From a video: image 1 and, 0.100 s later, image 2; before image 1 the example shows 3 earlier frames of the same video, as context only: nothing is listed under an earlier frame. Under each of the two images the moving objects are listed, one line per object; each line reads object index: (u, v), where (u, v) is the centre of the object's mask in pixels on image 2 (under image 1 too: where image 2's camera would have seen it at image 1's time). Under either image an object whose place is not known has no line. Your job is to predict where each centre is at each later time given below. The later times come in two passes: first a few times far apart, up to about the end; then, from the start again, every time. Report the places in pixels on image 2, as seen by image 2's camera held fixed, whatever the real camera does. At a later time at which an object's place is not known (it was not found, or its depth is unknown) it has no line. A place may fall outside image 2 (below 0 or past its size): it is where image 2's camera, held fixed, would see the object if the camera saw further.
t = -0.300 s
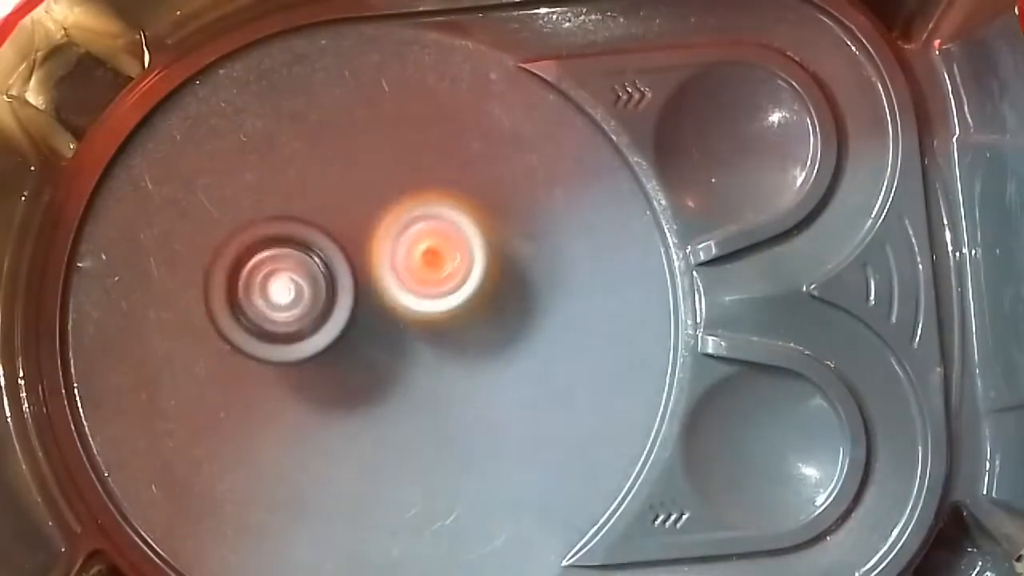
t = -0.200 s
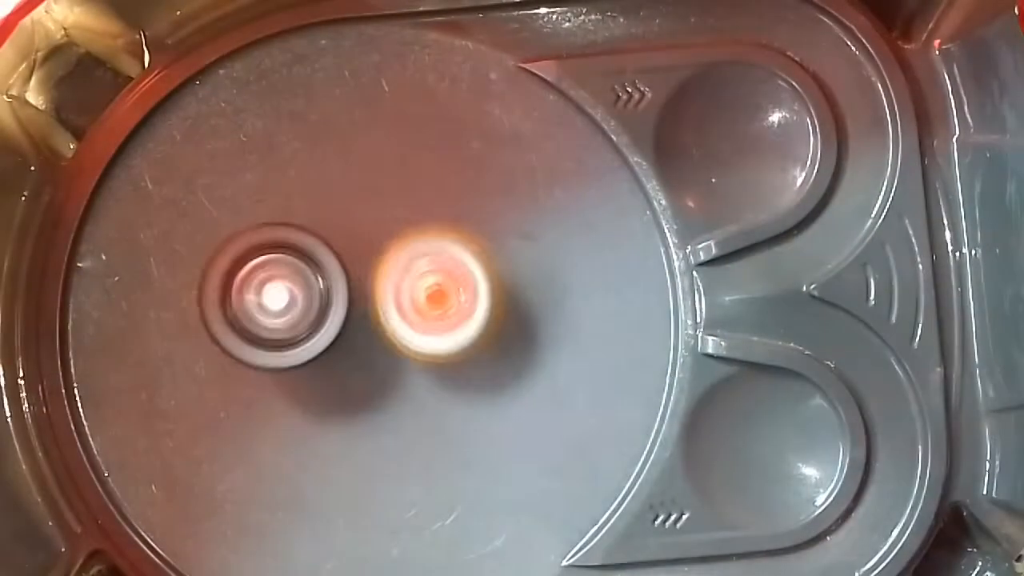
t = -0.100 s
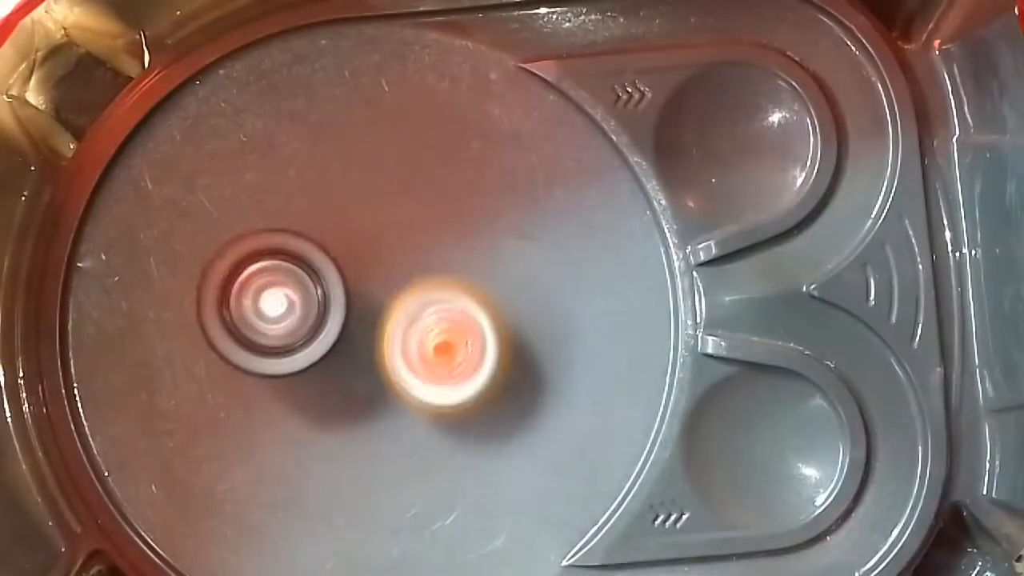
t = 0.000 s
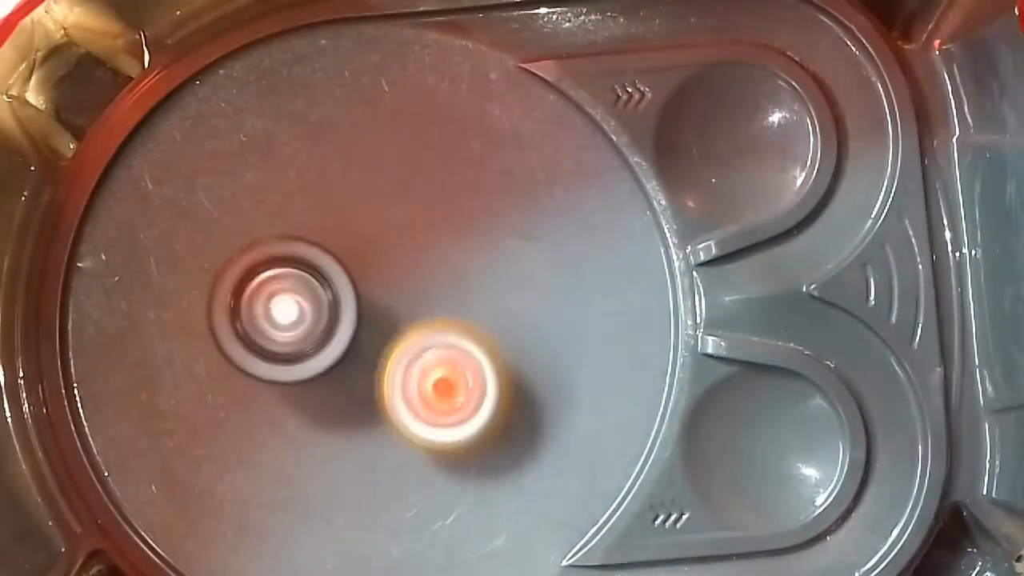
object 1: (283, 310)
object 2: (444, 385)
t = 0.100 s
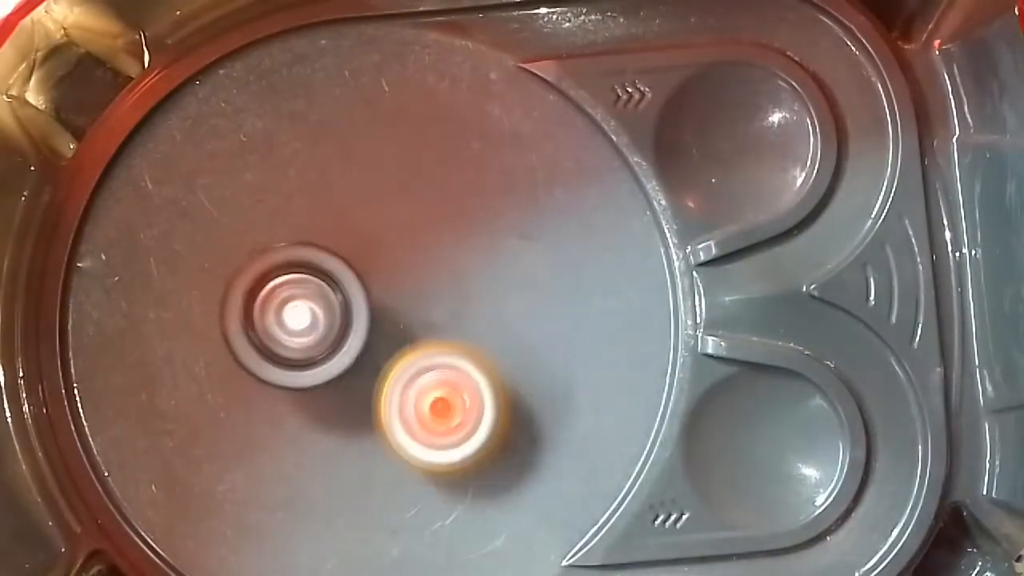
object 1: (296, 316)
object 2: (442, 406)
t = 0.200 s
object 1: (307, 321)
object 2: (436, 417)
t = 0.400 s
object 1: (320, 326)
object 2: (419, 432)
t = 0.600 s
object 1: (323, 307)
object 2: (393, 450)
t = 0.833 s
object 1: (336, 292)
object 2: (360, 431)
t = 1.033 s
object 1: (356, 267)
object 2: (307, 410)
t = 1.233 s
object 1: (366, 256)
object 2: (278, 386)
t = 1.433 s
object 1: (380, 261)
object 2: (272, 357)
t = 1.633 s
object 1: (416, 263)
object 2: (264, 305)
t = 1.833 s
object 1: (438, 278)
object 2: (277, 268)
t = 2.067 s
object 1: (441, 312)
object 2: (314, 241)
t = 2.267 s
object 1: (437, 354)
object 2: (355, 220)
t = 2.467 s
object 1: (410, 392)
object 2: (400, 221)
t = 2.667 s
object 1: (371, 419)
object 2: (431, 240)
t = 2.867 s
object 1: (330, 421)
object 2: (455, 275)
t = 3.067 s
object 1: (297, 399)
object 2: (468, 328)
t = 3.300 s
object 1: (282, 361)
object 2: (464, 387)
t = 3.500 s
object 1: (294, 319)
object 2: (439, 413)
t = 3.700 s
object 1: (321, 279)
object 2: (399, 433)
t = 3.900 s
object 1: (356, 255)
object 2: (360, 436)
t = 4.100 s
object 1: (385, 254)
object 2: (315, 410)
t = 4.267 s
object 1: (403, 265)
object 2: (284, 387)
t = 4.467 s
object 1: (419, 285)
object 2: (269, 359)
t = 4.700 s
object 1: (419, 323)
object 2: (278, 316)
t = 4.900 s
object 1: (435, 362)
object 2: (282, 267)
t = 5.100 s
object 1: (420, 394)
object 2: (307, 247)
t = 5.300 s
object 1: (390, 419)
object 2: (359, 238)
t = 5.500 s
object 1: (359, 419)
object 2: (414, 245)
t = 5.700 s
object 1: (320, 402)
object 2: (463, 264)
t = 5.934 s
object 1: (279, 369)
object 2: (477, 304)
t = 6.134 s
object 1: (270, 327)
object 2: (461, 349)
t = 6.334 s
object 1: (282, 304)
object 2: (436, 389)
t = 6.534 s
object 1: (315, 289)
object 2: (396, 418)
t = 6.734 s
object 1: (363, 280)
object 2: (355, 424)
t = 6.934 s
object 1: (412, 270)
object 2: (301, 408)
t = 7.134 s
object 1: (452, 275)
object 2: (274, 376)
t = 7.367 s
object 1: (465, 304)
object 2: (271, 328)
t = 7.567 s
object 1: (445, 352)
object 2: (291, 286)
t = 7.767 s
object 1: (397, 400)
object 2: (330, 257)
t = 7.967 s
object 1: (351, 426)
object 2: (381, 242)
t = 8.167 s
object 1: (324, 408)
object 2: (418, 249)
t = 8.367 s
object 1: (309, 376)
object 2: (447, 276)
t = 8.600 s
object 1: (302, 334)
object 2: (455, 328)
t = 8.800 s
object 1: (306, 297)
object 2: (441, 380)
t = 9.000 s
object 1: (338, 255)
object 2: (407, 418)
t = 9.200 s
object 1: (366, 237)
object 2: (367, 432)
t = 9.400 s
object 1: (391, 257)
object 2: (321, 410)
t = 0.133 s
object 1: (300, 318)
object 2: (440, 410)
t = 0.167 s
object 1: (303, 319)
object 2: (438, 414)
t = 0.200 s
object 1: (307, 321)
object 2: (436, 417)
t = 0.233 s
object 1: (310, 322)
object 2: (433, 419)
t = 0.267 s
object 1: (313, 324)
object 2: (431, 422)
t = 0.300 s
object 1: (315, 325)
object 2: (429, 424)
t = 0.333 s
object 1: (318, 326)
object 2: (426, 425)
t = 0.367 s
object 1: (320, 327)
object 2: (424, 428)
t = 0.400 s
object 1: (320, 326)
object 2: (419, 432)
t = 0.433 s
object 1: (321, 324)
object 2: (415, 437)
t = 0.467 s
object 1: (321, 323)
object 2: (410, 441)
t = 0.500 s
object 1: (320, 318)
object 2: (405, 447)
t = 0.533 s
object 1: (321, 313)
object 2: (400, 450)
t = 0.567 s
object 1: (322, 310)
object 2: (397, 451)
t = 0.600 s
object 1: (323, 307)
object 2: (393, 450)
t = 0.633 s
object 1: (325, 304)
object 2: (389, 450)
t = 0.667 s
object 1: (327, 302)
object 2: (386, 448)
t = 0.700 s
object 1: (328, 300)
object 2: (383, 446)
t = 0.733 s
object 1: (330, 298)
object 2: (379, 443)
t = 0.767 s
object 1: (332, 296)
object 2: (375, 439)
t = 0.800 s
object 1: (334, 295)
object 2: (368, 433)
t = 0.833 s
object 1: (336, 292)
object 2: (360, 431)
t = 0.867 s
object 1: (341, 287)
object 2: (351, 429)
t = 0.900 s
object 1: (345, 281)
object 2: (340, 426)
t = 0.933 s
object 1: (348, 277)
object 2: (331, 423)
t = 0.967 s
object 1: (350, 273)
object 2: (322, 420)
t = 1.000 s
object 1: (353, 270)
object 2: (315, 415)
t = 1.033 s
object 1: (356, 267)
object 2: (307, 410)
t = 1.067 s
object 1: (357, 265)
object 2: (300, 405)
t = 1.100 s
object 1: (359, 262)
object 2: (294, 402)
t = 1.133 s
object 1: (361, 261)
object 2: (288, 397)
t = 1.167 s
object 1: (363, 259)
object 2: (284, 394)
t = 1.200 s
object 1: (364, 257)
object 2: (281, 389)
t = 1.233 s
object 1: (366, 256)
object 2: (278, 386)
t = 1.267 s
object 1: (367, 256)
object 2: (276, 381)
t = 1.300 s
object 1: (369, 256)
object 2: (275, 377)
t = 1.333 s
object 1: (370, 256)
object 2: (275, 373)
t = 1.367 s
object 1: (372, 257)
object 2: (273, 368)
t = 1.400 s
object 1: (373, 259)
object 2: (275, 362)
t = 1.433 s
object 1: (380, 261)
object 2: (272, 357)
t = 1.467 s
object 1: (389, 262)
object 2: (269, 350)
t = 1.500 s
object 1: (396, 261)
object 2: (267, 339)
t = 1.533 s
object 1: (401, 261)
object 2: (265, 330)
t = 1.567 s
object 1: (407, 261)
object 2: (266, 320)
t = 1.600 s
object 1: (411, 262)
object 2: (264, 312)
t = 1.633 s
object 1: (416, 263)
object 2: (264, 305)
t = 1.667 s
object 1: (419, 264)
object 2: (265, 297)
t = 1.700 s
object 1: (423, 266)
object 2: (267, 291)
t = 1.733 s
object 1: (428, 268)
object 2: (270, 285)
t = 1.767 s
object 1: (431, 271)
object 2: (271, 279)
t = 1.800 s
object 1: (435, 274)
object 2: (273, 274)
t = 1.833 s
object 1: (438, 278)
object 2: (277, 268)
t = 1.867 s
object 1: (440, 281)
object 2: (280, 265)
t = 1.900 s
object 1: (441, 285)
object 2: (286, 259)
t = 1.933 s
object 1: (442, 289)
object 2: (290, 255)
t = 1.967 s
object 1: (442, 294)
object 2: (295, 251)
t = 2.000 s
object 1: (442, 299)
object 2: (300, 248)
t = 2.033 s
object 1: (441, 305)
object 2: (307, 244)
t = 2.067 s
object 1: (441, 312)
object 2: (314, 241)
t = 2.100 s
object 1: (442, 320)
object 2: (320, 236)
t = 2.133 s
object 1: (443, 327)
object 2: (328, 232)
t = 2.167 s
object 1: (442, 334)
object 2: (335, 228)
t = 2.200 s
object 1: (441, 341)
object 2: (341, 225)
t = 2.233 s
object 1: (440, 348)
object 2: (348, 223)
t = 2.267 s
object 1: (437, 354)
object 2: (355, 220)
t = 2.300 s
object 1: (434, 360)
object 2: (364, 219)
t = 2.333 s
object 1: (429, 366)
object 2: (371, 218)
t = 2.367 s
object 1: (425, 373)
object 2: (378, 218)
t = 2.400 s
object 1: (420, 379)
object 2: (386, 218)
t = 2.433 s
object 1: (415, 385)
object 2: (397, 220)
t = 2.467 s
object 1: (410, 392)
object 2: (400, 221)
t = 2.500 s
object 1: (404, 398)
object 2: (410, 223)
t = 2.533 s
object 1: (398, 403)
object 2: (415, 226)
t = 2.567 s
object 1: (392, 408)
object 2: (421, 228)
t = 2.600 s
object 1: (385, 412)
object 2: (424, 231)
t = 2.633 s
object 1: (378, 415)
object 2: (427, 235)
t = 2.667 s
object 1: (371, 419)
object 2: (431, 240)
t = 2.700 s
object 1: (363, 421)
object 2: (434, 244)
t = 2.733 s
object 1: (356, 423)
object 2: (439, 250)
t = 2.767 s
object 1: (349, 424)
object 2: (443, 255)
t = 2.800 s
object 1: (343, 424)
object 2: (449, 263)
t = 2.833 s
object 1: (337, 423)
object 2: (452, 268)
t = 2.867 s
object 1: (330, 421)
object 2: (455, 275)
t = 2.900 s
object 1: (324, 419)
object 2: (459, 282)
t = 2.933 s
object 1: (318, 415)
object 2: (461, 291)
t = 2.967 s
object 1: (313, 412)
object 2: (463, 300)
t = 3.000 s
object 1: (308, 408)
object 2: (465, 310)
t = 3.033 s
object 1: (302, 404)
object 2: (466, 320)
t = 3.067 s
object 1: (297, 399)
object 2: (468, 328)
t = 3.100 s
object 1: (293, 394)
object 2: (469, 338)
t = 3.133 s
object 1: (289, 388)
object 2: (470, 348)
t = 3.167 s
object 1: (286, 383)
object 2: (469, 357)
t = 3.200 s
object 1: (284, 378)
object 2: (467, 366)
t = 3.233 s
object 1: (282, 372)
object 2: (466, 374)
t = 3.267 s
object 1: (282, 367)
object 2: (465, 382)
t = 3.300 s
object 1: (282, 361)
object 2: (464, 387)
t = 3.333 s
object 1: (283, 355)
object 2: (461, 393)
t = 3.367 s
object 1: (284, 348)
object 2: (458, 398)
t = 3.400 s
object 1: (286, 341)
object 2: (454, 402)
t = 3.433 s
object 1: (288, 333)
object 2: (450, 406)
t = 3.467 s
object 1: (291, 325)
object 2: (445, 410)
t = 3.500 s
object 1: (294, 319)
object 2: (439, 413)
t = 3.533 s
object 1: (297, 311)
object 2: (432, 416)
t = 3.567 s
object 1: (300, 304)
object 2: (426, 419)
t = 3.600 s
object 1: (304, 298)
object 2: (419, 422)
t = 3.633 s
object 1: (309, 291)
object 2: (413, 427)
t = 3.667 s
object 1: (315, 285)
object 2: (405, 429)
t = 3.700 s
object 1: (321, 279)
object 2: (399, 433)
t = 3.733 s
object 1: (327, 273)
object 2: (392, 437)
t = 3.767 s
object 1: (333, 268)
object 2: (385, 438)
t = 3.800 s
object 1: (339, 264)
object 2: (378, 439)
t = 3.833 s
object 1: (345, 260)
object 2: (372, 439)
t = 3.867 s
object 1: (350, 257)
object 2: (366, 438)
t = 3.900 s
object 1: (356, 255)
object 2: (360, 436)
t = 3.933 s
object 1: (361, 253)
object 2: (354, 433)
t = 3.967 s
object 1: (366, 252)
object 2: (347, 429)
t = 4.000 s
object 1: (371, 251)
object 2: (342, 425)
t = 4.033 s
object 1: (376, 252)
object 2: (333, 421)
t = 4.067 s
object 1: (381, 253)
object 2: (324, 414)
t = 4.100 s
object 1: (385, 254)
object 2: (315, 410)
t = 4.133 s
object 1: (389, 255)
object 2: (306, 406)
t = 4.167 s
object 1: (393, 258)
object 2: (299, 400)
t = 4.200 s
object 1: (396, 260)
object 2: (292, 395)
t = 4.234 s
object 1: (400, 262)
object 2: (288, 392)
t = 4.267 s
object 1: (403, 265)
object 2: (284, 387)
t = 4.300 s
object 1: (407, 268)
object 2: (280, 382)
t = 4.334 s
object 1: (410, 271)
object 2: (276, 377)
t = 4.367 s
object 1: (413, 274)
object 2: (273, 373)
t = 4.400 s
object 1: (415, 278)
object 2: (270, 367)
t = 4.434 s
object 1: (417, 281)
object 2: (269, 363)
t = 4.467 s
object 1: (419, 285)
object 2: (269, 359)
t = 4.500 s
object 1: (420, 289)
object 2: (268, 352)
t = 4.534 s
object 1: (421, 294)
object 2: (269, 346)
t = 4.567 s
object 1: (422, 300)
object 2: (270, 341)
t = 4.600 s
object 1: (421, 306)
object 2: (272, 335)
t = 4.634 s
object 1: (420, 312)
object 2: (274, 328)
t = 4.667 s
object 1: (419, 317)
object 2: (276, 322)
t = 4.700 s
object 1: (419, 323)
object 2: (278, 316)
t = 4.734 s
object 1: (425, 330)
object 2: (272, 305)
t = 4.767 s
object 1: (431, 338)
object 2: (270, 294)
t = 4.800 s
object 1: (434, 344)
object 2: (271, 284)
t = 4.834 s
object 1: (435, 350)
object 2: (272, 276)
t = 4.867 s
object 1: (435, 356)
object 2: (276, 270)
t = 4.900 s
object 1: (435, 362)
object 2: (282, 267)
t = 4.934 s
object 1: (434, 367)
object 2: (283, 261)
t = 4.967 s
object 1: (432, 373)
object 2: (287, 257)
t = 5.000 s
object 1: (430, 378)
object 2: (292, 255)
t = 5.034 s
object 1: (427, 384)
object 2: (296, 251)
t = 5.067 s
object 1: (423, 389)
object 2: (301, 249)
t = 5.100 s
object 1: (420, 394)
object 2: (307, 247)
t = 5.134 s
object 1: (416, 400)
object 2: (315, 245)
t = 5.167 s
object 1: (412, 404)
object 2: (323, 243)
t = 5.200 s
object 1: (407, 408)
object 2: (332, 241)
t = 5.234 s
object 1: (401, 412)
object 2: (341, 240)
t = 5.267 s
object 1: (395, 416)
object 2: (350, 239)
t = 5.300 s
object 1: (390, 419)
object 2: (359, 238)
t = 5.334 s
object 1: (385, 420)
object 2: (369, 238)
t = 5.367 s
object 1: (380, 421)
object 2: (381, 239)
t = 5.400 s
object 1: (375, 421)
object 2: (388, 240)
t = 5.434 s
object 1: (369, 421)
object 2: (399, 241)
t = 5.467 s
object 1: (363, 421)
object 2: (406, 243)
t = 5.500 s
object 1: (359, 419)
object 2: (414, 245)
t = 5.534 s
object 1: (353, 417)
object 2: (423, 247)
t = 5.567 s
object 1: (347, 414)
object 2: (431, 250)
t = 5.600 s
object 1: (340, 412)
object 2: (441, 254)
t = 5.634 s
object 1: (333, 409)
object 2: (447, 256)
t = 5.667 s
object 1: (326, 406)
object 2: (455, 261)
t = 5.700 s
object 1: (320, 402)
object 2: (463, 264)
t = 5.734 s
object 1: (314, 398)
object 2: (469, 268)
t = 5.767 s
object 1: (308, 394)
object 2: (473, 273)
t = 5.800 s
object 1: (301, 389)
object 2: (476, 279)
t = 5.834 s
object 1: (295, 385)
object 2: (477, 285)
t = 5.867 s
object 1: (289, 380)
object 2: (478, 291)
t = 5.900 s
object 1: (284, 375)
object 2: (478, 297)
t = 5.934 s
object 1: (279, 369)
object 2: (477, 304)
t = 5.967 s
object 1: (275, 362)
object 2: (476, 310)
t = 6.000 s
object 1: (272, 356)
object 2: (474, 317)
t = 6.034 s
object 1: (271, 349)
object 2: (471, 324)
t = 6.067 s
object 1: (271, 342)
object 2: (468, 331)
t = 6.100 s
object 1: (270, 334)
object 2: (465, 340)
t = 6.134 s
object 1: (270, 327)
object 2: (461, 349)
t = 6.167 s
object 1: (270, 321)
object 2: (457, 357)
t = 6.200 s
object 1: (271, 317)
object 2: (454, 365)
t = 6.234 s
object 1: (273, 314)
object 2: (450, 372)
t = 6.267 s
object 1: (276, 311)
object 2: (445, 378)
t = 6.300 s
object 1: (278, 308)
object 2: (440, 383)
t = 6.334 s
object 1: (282, 304)
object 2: (436, 389)
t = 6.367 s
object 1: (286, 302)
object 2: (429, 395)
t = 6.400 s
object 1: (290, 299)
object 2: (423, 399)
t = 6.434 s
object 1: (295, 296)
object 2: (416, 404)
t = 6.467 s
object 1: (301, 293)
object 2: (409, 409)
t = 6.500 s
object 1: (308, 291)
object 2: (402, 414)
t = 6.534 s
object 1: (315, 289)
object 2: (396, 418)
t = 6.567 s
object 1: (322, 286)
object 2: (389, 422)
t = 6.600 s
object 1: (329, 285)
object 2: (382, 424)
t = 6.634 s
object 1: (337, 283)
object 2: (375, 425)
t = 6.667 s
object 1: (345, 281)
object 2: (369, 425)
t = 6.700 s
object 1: (354, 280)
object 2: (362, 425)
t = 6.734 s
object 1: (363, 280)
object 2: (355, 424)
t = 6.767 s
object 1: (371, 280)
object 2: (349, 422)
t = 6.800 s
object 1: (379, 280)
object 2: (340, 418)
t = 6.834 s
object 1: (388, 277)
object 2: (330, 417)
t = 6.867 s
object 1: (396, 272)
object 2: (319, 415)
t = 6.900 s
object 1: (404, 271)
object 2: (309, 411)
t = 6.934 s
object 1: (412, 270)
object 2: (301, 408)
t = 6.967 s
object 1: (420, 270)
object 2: (296, 402)
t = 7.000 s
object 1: (428, 270)
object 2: (291, 399)
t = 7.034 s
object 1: (435, 270)
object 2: (287, 394)
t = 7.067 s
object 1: (441, 271)
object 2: (281, 389)
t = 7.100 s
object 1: (446, 273)
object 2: (277, 382)
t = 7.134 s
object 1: (452, 275)
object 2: (274, 376)
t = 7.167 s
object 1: (456, 277)
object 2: (271, 370)
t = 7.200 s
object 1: (460, 281)
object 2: (269, 363)
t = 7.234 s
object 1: (462, 284)
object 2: (268, 358)
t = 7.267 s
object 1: (464, 288)
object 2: (268, 351)
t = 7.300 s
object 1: (465, 293)
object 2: (267, 343)
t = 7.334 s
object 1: (466, 298)
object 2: (270, 336)
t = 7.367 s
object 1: (465, 304)
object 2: (271, 328)
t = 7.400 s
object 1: (464, 310)
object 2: (272, 320)
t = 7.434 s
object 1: (462, 317)
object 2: (276, 313)
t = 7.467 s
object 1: (459, 325)
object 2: (279, 305)
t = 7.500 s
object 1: (456, 333)
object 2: (283, 298)
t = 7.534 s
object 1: (452, 342)
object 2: (285, 290)
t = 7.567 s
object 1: (445, 352)
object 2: (291, 286)
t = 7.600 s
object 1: (438, 362)
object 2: (296, 281)
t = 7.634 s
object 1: (431, 370)
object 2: (299, 276)
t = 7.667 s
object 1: (423, 379)
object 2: (306, 271)
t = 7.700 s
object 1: (415, 385)
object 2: (313, 266)
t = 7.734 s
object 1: (406, 393)
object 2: (321, 261)
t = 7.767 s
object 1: (397, 400)
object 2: (330, 257)
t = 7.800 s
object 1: (387, 406)
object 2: (338, 253)
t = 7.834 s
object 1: (378, 412)
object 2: (346, 250)
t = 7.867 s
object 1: (370, 417)
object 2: (354, 247)
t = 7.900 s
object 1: (363, 421)
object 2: (366, 244)
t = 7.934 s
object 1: (357, 424)
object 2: (371, 242)
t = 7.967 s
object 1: (351, 426)
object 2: (381, 242)
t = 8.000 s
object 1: (347, 426)
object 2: (386, 240)
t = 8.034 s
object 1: (342, 424)
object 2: (395, 241)
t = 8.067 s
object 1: (337, 421)
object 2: (401, 242)
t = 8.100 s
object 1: (333, 416)
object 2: (406, 245)
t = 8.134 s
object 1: (329, 413)
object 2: (413, 247)
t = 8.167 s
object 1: (324, 408)
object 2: (418, 249)
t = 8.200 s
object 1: (320, 405)
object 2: (422, 254)
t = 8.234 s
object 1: (318, 400)
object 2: (427, 257)
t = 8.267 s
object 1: (316, 395)
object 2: (433, 260)
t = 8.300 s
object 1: (313, 389)
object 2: (439, 265)
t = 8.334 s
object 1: (311, 382)
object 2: (444, 271)
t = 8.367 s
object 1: (309, 376)
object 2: (447, 276)
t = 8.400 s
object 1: (308, 369)
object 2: (449, 281)
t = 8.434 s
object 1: (306, 365)
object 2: (451, 288)
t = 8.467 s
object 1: (306, 360)
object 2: (451, 295)
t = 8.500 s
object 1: (307, 354)
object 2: (452, 303)
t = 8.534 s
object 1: (308, 348)
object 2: (451, 311)
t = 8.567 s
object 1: (305, 341)
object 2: (452, 319)
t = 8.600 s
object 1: (302, 334)
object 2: (455, 328)
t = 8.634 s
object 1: (299, 329)
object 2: (455, 338)
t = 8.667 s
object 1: (298, 323)
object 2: (454, 347)
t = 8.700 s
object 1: (299, 317)
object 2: (451, 356)
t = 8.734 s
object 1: (300, 310)
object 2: (448, 365)
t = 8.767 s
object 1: (303, 304)
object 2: (445, 373)
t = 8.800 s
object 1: (306, 297)
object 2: (441, 380)
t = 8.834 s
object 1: (310, 291)
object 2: (437, 387)
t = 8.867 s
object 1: (314, 283)
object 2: (431, 393)
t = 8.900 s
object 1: (320, 275)
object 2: (426, 400)
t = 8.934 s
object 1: (326, 268)
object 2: (420, 406)
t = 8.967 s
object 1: (332, 261)
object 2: (413, 413)
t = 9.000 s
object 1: (338, 255)
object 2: (407, 418)
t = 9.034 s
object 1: (343, 250)
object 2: (400, 423)
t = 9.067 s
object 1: (349, 246)
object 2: (393, 427)
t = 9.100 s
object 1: (354, 242)
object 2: (386, 429)
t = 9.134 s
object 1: (359, 239)
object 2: (380, 432)
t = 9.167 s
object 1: (363, 237)
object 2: (373, 433)
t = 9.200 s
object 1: (366, 237)
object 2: (367, 432)
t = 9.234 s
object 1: (369, 238)
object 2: (361, 431)
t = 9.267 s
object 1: (371, 240)
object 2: (354, 428)
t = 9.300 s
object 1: (376, 243)
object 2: (347, 424)
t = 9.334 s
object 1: (381, 247)
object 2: (338, 420)
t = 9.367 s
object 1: (386, 251)
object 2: (330, 416)
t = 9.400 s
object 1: (391, 257)
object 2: (321, 410)
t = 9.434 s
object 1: (396, 264)
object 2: (313, 404)
